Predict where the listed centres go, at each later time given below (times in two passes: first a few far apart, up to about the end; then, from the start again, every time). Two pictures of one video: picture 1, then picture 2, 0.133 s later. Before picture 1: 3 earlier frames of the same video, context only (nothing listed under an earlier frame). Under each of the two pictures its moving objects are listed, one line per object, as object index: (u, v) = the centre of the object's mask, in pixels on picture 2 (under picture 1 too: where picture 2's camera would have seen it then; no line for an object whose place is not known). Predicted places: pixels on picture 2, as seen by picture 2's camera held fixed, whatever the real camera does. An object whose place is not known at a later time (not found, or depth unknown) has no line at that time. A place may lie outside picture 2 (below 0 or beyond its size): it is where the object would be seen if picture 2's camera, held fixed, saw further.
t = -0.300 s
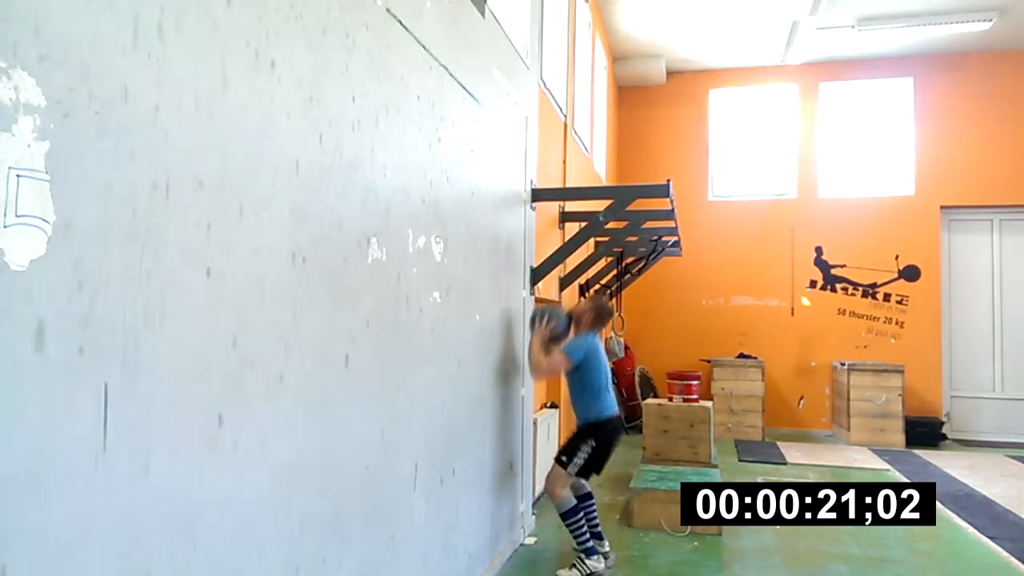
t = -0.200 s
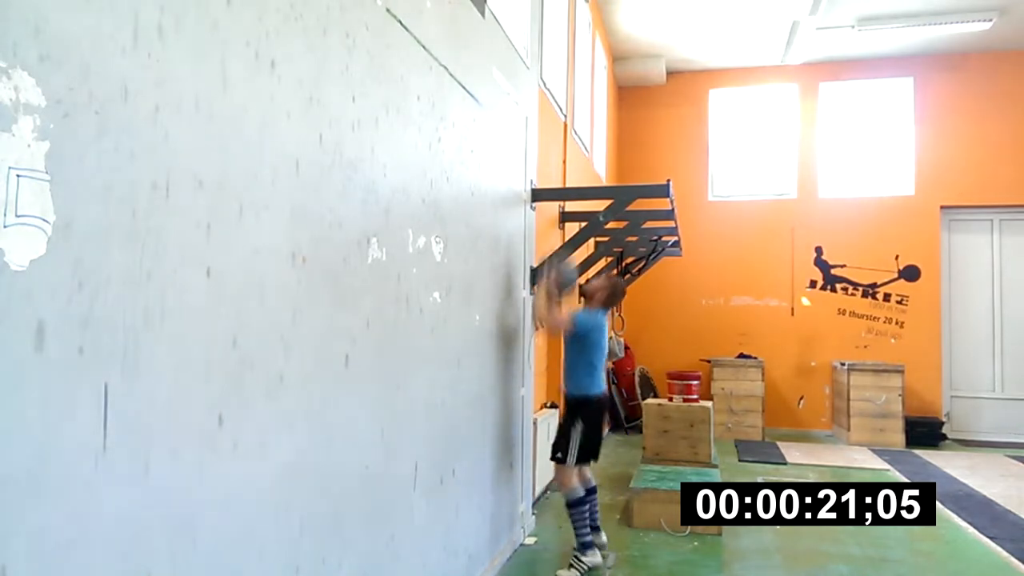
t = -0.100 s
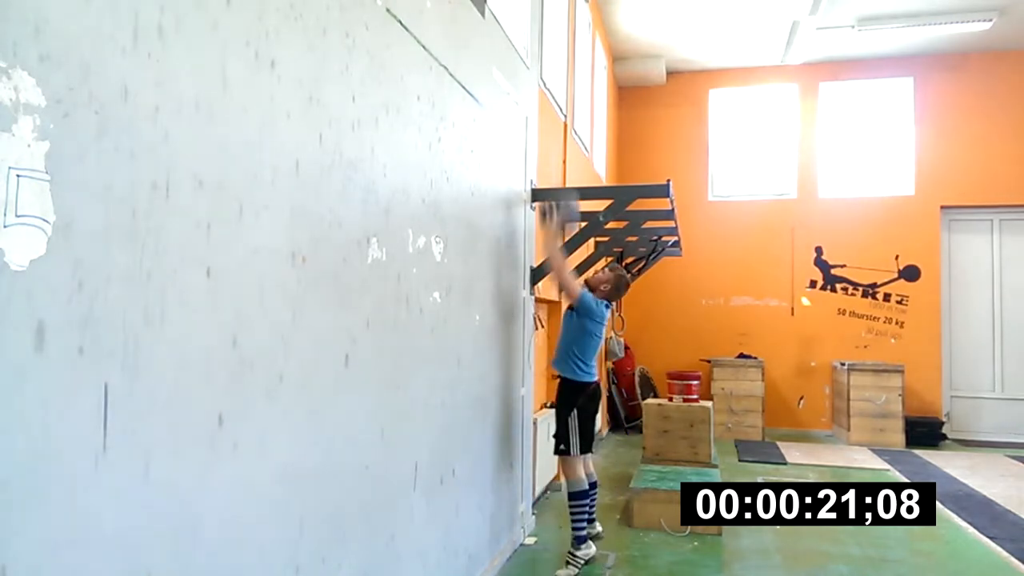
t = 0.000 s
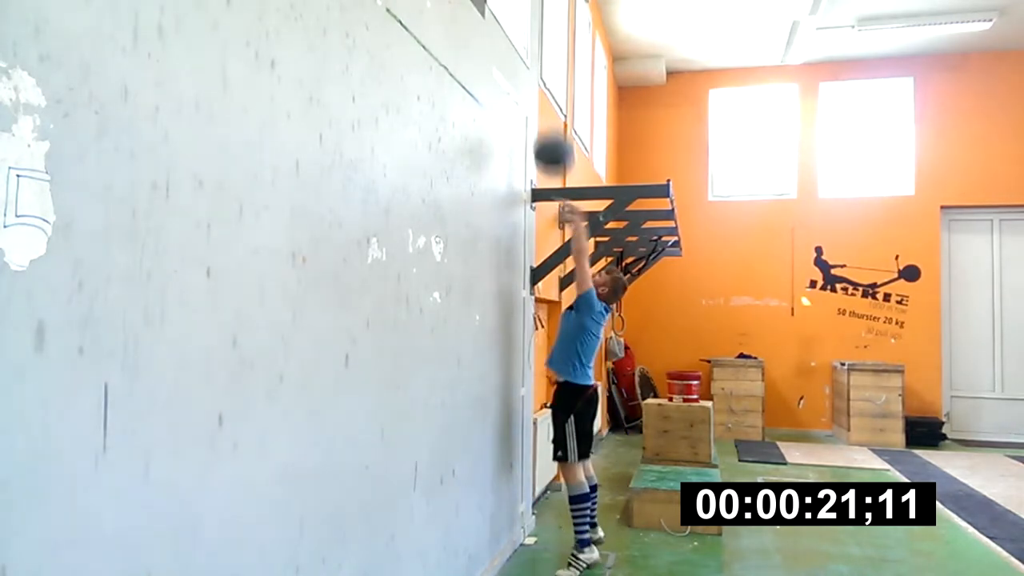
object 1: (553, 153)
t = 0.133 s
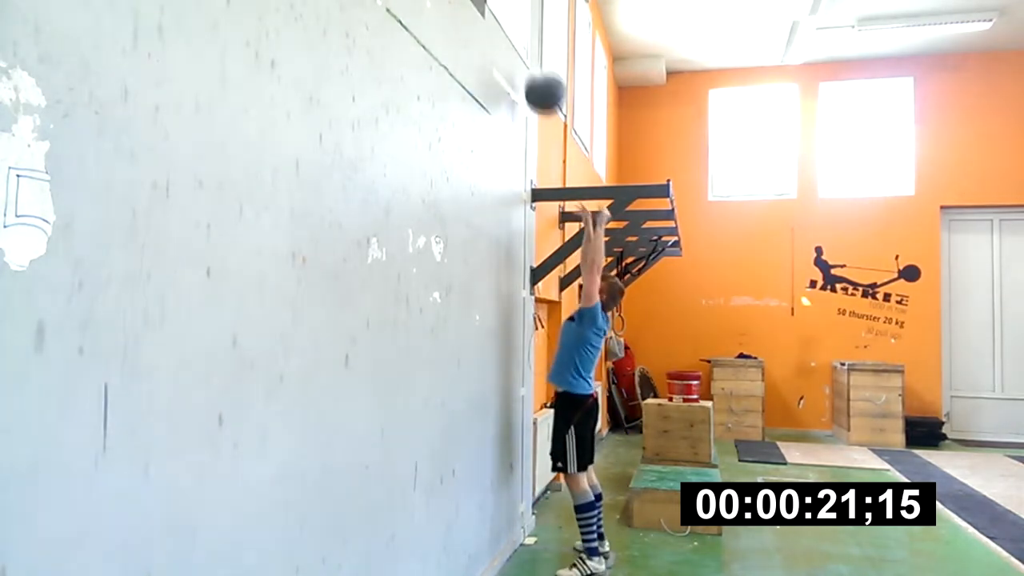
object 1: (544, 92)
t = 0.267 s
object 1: (536, 63)
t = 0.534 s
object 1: (543, 90)
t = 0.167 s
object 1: (543, 83)
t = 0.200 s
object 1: (541, 74)
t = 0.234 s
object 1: (538, 68)
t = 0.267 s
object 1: (536, 63)
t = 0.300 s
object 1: (533, 60)
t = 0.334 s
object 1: (533, 60)
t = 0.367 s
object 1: (535, 60)
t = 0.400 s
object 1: (537, 62)
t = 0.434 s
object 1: (538, 66)
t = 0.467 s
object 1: (540, 72)
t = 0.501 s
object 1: (541, 80)
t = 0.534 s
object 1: (543, 90)
